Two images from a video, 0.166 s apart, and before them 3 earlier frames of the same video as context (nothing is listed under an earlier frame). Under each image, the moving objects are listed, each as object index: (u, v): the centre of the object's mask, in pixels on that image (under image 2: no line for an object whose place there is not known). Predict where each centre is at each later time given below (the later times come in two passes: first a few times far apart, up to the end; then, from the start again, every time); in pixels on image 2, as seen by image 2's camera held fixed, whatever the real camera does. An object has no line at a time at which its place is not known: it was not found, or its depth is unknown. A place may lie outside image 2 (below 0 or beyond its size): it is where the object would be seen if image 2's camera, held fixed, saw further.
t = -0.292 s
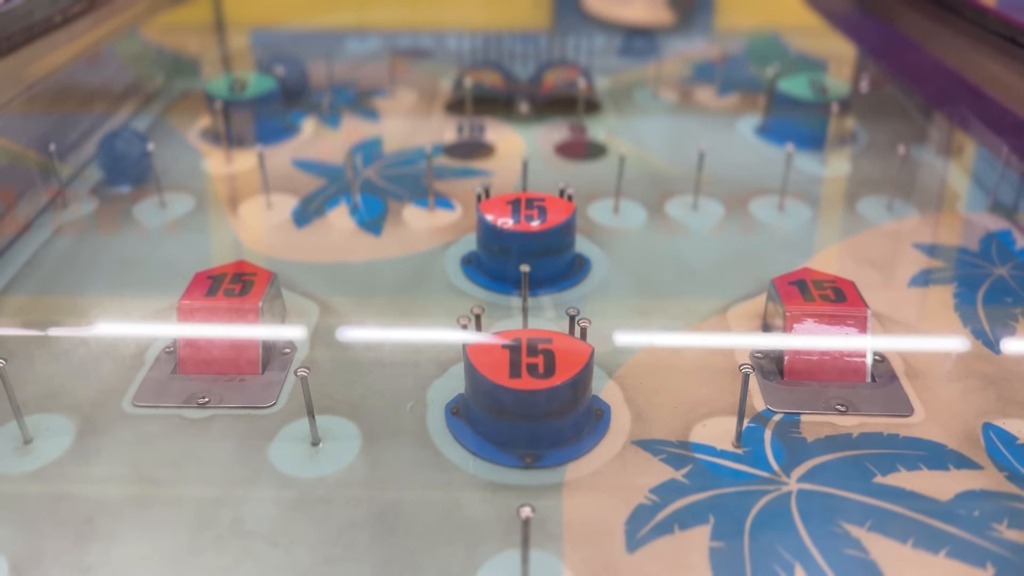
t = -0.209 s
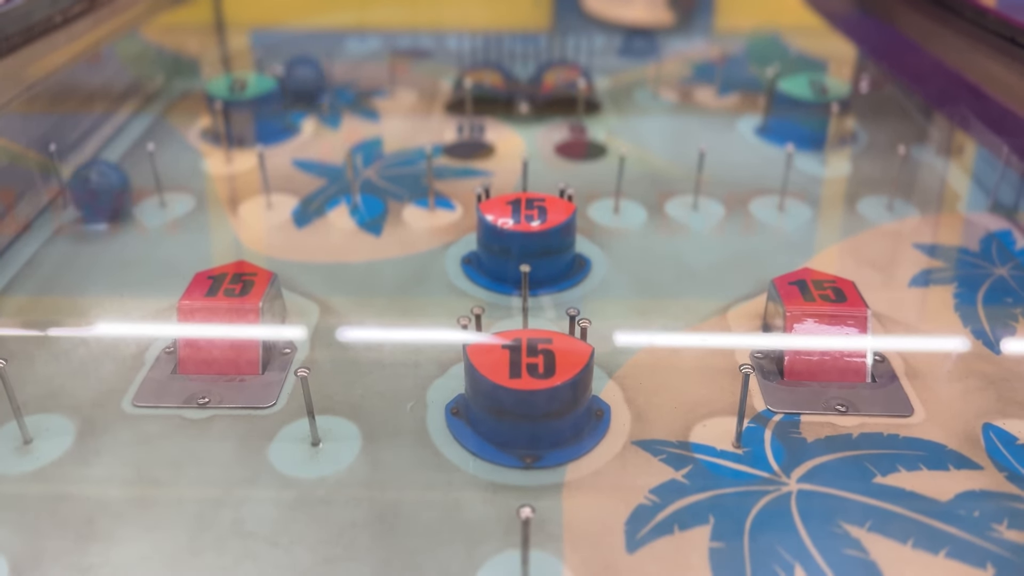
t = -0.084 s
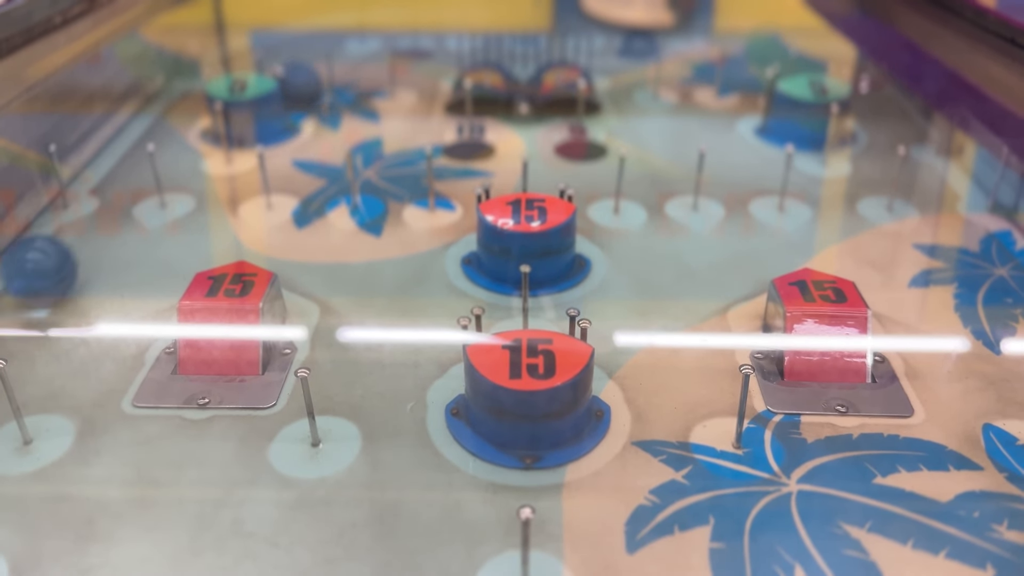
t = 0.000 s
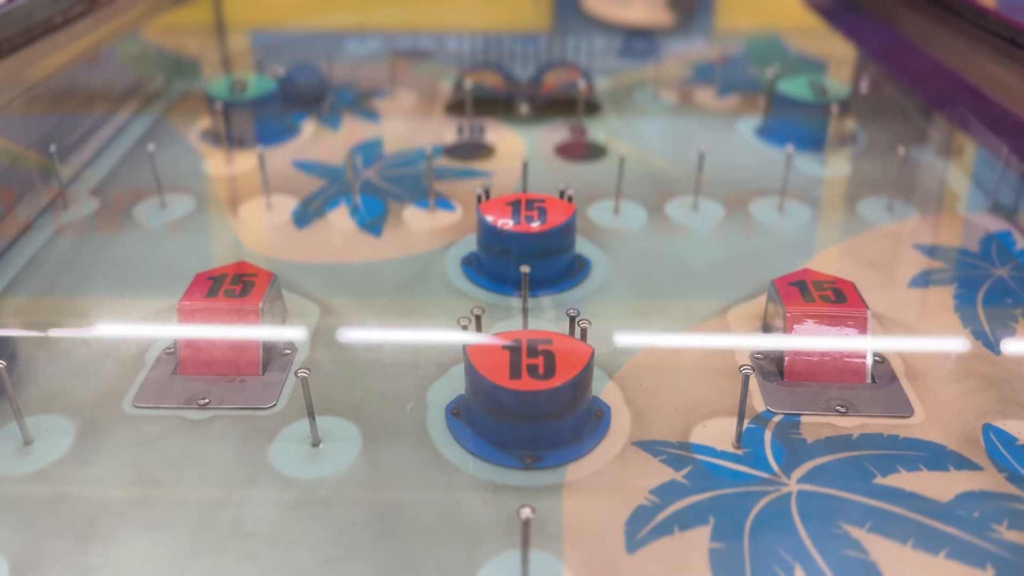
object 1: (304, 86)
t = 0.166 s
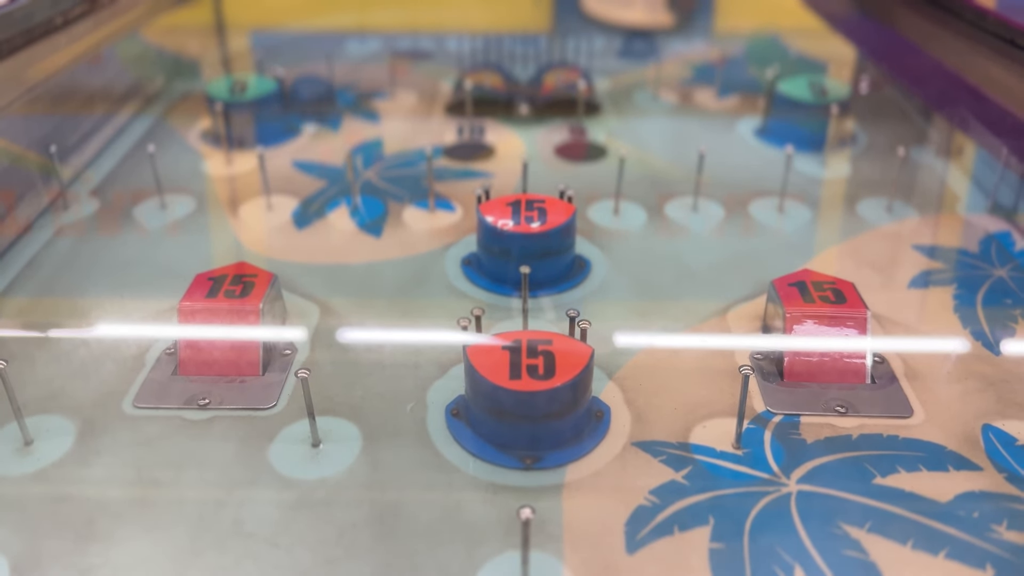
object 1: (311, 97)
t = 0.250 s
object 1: (310, 112)
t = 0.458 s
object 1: (298, 173)
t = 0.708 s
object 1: (405, 290)
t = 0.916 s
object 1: (306, 307)
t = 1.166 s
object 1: (310, 339)
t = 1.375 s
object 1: (264, 378)
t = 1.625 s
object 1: (159, 494)
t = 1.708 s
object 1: (97, 553)
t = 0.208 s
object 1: (311, 103)
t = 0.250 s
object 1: (310, 112)
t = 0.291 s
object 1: (313, 119)
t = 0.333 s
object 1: (309, 129)
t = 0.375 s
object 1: (305, 141)
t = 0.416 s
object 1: (302, 156)
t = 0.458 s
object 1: (298, 173)
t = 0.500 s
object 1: (311, 186)
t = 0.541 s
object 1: (328, 201)
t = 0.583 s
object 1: (346, 218)
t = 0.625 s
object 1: (365, 239)
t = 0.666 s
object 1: (385, 264)
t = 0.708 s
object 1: (405, 290)
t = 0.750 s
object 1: (428, 328)
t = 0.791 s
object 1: (411, 328)
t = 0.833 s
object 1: (360, 320)
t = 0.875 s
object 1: (321, 315)
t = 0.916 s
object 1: (306, 307)
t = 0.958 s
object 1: (306, 310)
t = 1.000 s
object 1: (308, 310)
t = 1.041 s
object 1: (309, 314)
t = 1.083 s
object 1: (310, 319)
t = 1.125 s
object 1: (311, 327)
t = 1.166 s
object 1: (310, 339)
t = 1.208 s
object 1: (308, 354)
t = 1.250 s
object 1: (302, 369)
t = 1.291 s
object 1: (293, 382)
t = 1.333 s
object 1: (277, 379)
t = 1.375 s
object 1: (264, 378)
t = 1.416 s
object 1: (254, 383)
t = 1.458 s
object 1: (240, 397)
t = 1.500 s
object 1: (224, 413)
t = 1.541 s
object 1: (205, 434)
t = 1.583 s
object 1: (184, 461)
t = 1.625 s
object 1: (159, 494)
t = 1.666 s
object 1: (129, 529)
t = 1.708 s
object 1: (97, 553)
